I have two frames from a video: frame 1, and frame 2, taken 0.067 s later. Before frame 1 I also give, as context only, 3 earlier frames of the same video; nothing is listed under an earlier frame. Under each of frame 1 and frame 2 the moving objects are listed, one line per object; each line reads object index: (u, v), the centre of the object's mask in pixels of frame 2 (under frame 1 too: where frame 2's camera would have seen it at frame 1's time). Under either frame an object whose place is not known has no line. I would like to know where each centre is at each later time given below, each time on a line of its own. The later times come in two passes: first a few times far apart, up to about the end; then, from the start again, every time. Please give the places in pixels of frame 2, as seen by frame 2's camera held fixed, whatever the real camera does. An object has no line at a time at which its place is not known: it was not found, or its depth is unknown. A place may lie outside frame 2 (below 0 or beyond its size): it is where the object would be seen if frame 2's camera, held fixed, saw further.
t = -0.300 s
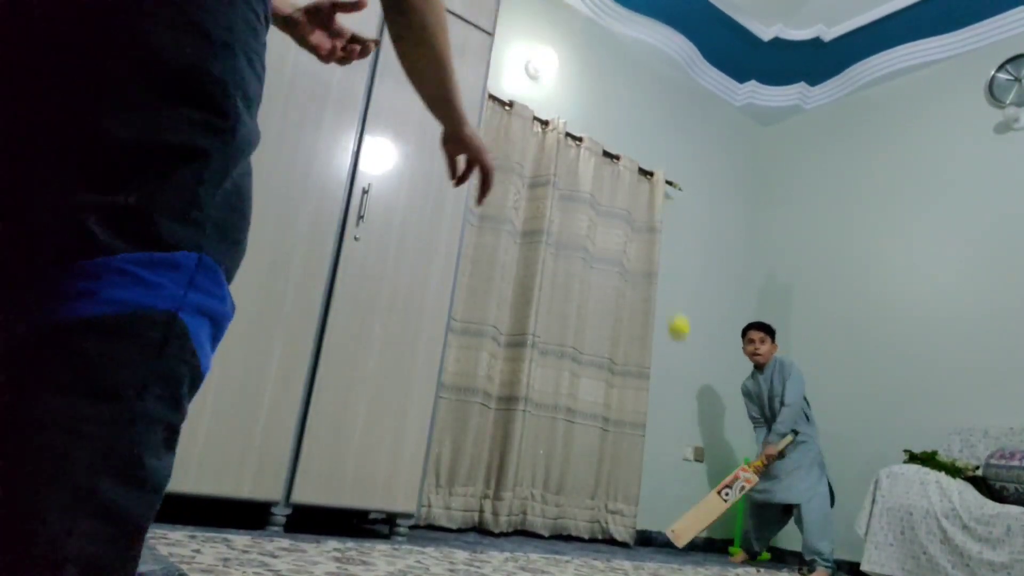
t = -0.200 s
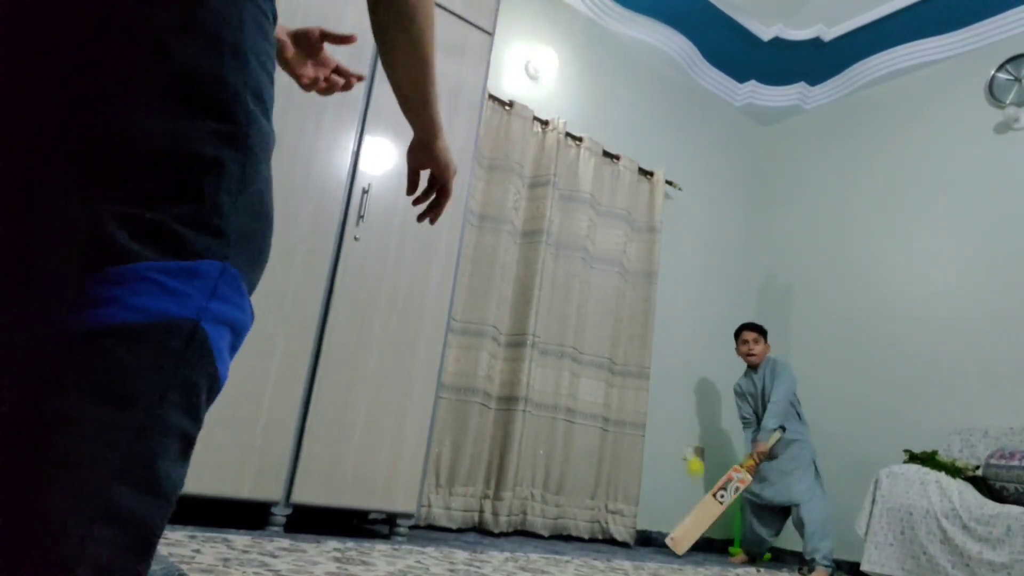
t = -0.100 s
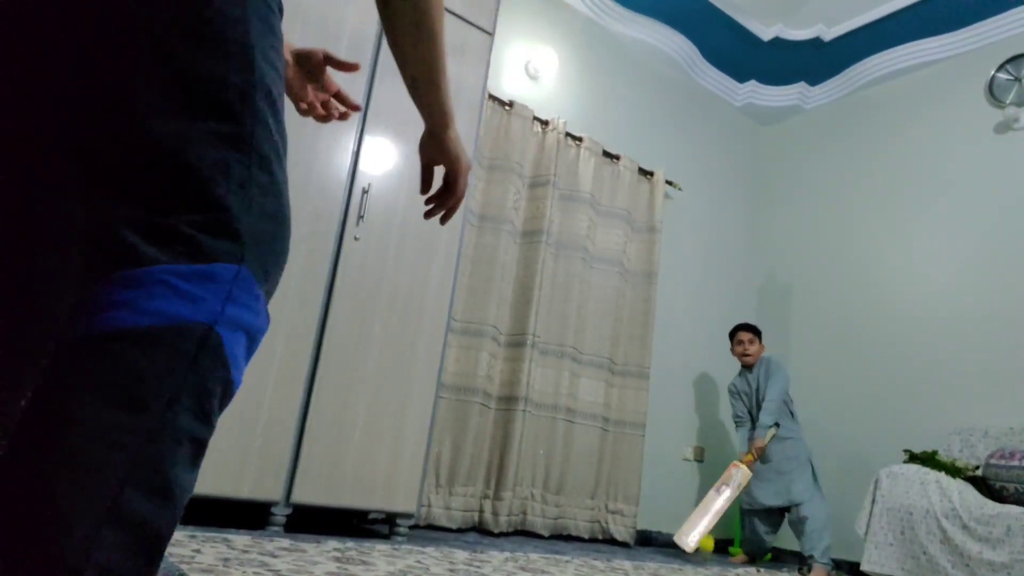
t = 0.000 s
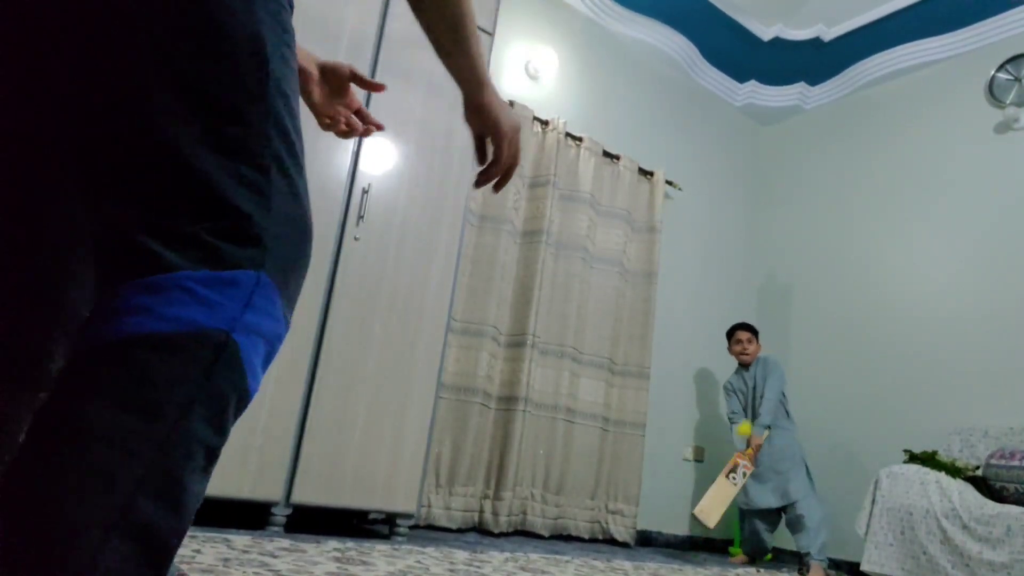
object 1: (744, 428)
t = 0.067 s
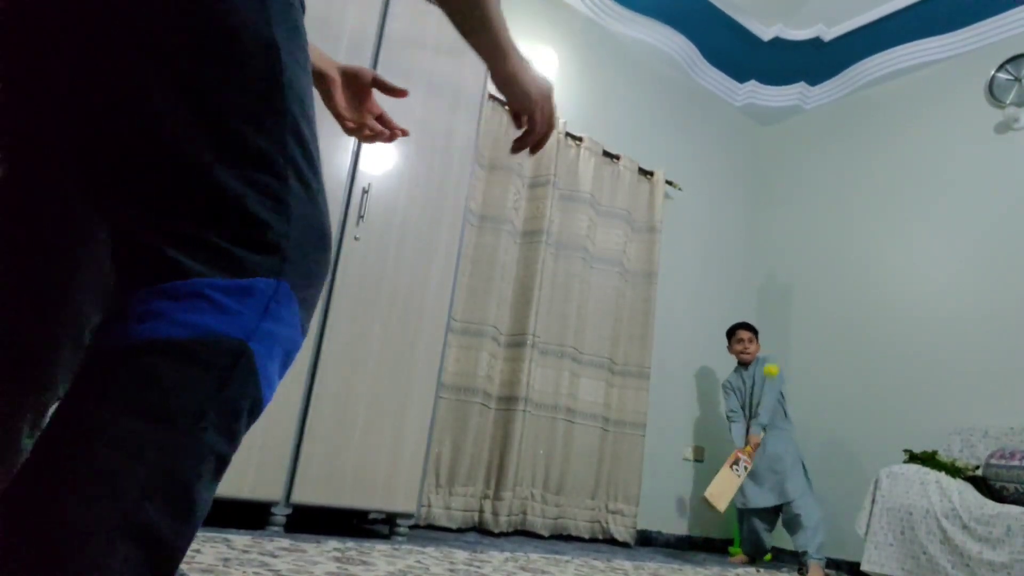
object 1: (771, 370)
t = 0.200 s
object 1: (824, 280)
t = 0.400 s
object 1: (912, 209)
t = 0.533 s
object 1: (970, 213)
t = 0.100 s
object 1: (784, 344)
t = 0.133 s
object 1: (797, 321)
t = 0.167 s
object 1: (811, 300)
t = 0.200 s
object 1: (824, 280)
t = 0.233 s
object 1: (837, 264)
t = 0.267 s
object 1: (857, 242)
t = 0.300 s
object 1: (871, 231)
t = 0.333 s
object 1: (885, 222)
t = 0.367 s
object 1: (898, 215)
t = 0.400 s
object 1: (912, 209)
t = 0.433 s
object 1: (927, 207)
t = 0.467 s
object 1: (940, 206)
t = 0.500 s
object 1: (955, 208)
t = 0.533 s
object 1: (970, 213)
